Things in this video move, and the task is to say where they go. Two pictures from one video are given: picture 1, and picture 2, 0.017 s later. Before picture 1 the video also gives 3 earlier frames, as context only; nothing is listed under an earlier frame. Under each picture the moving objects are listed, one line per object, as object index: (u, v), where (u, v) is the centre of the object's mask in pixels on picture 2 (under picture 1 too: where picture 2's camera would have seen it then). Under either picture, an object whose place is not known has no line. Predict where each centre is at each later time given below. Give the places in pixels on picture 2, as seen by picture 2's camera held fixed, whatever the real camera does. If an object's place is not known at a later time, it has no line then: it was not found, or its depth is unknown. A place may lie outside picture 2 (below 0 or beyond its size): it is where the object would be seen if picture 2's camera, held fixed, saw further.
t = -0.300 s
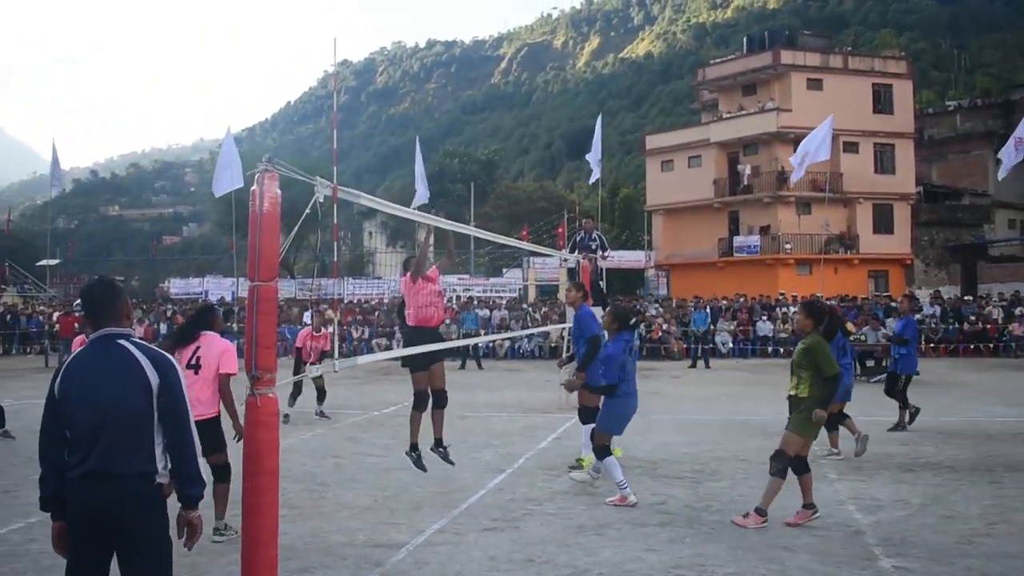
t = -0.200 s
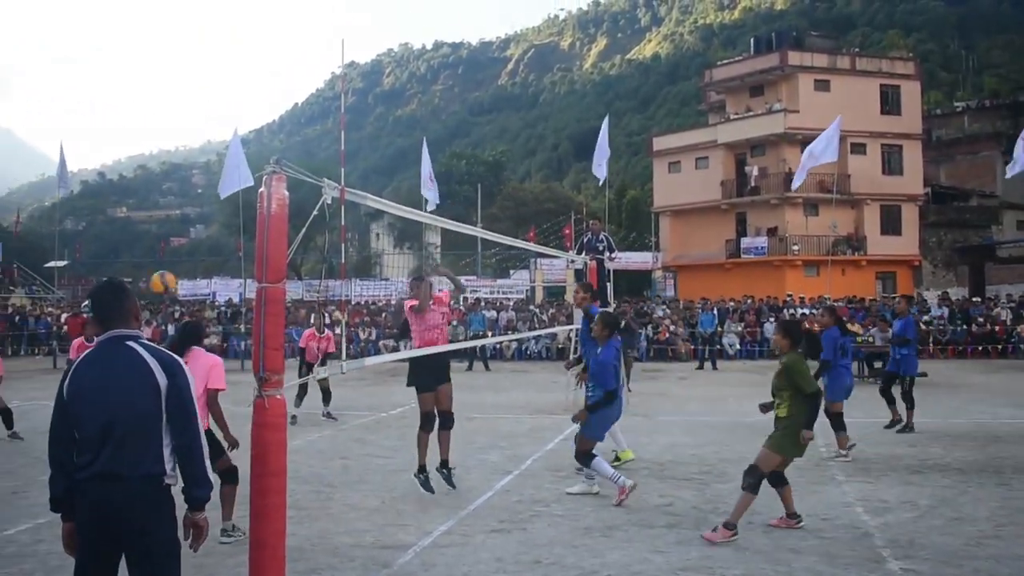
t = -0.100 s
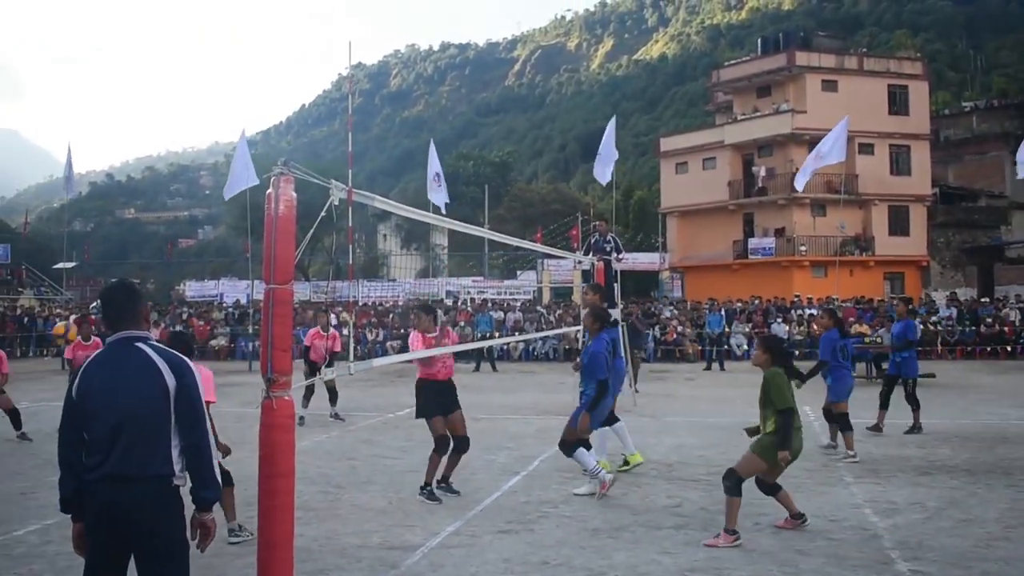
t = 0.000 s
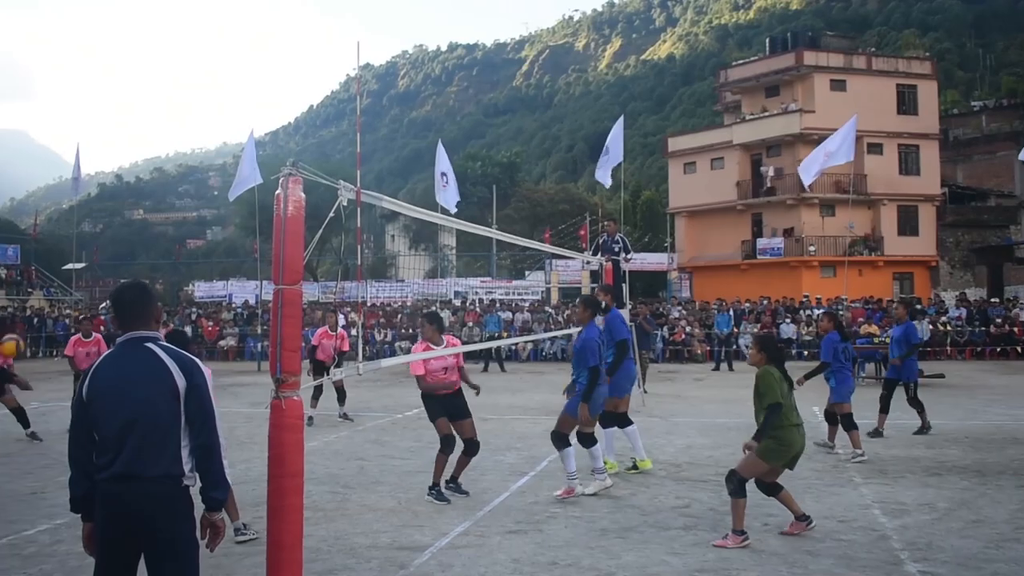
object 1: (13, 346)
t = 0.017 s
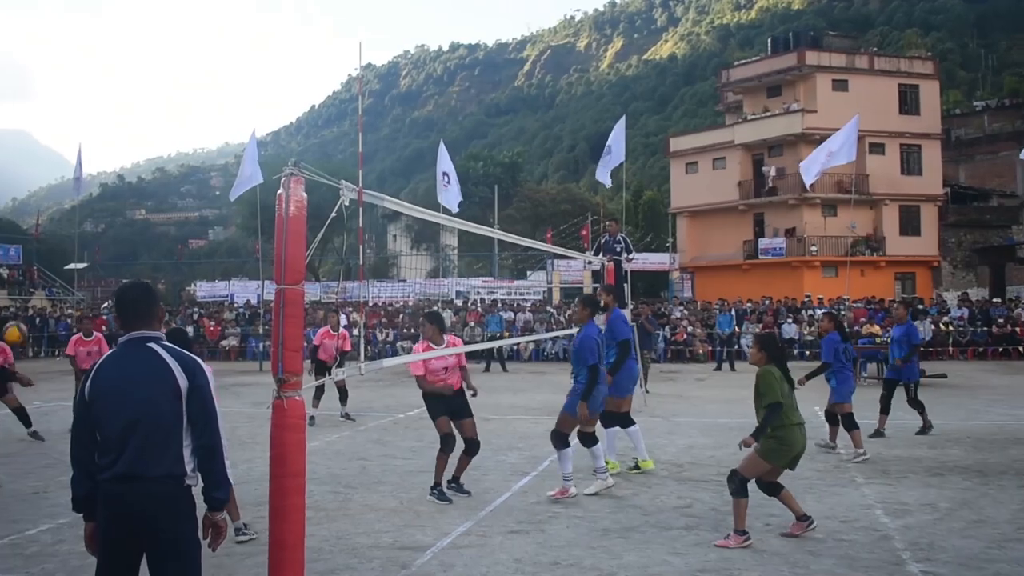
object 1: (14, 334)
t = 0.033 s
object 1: (16, 320)
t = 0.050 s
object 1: (18, 307)
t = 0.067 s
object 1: (20, 294)
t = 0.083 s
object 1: (23, 279)
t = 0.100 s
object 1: (24, 270)
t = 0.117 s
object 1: (27, 257)
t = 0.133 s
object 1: (30, 248)
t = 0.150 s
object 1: (32, 237)
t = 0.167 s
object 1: (33, 226)
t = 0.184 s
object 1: (32, 216)
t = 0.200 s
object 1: (35, 208)
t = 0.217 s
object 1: (39, 198)
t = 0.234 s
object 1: (39, 189)
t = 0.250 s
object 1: (40, 179)
